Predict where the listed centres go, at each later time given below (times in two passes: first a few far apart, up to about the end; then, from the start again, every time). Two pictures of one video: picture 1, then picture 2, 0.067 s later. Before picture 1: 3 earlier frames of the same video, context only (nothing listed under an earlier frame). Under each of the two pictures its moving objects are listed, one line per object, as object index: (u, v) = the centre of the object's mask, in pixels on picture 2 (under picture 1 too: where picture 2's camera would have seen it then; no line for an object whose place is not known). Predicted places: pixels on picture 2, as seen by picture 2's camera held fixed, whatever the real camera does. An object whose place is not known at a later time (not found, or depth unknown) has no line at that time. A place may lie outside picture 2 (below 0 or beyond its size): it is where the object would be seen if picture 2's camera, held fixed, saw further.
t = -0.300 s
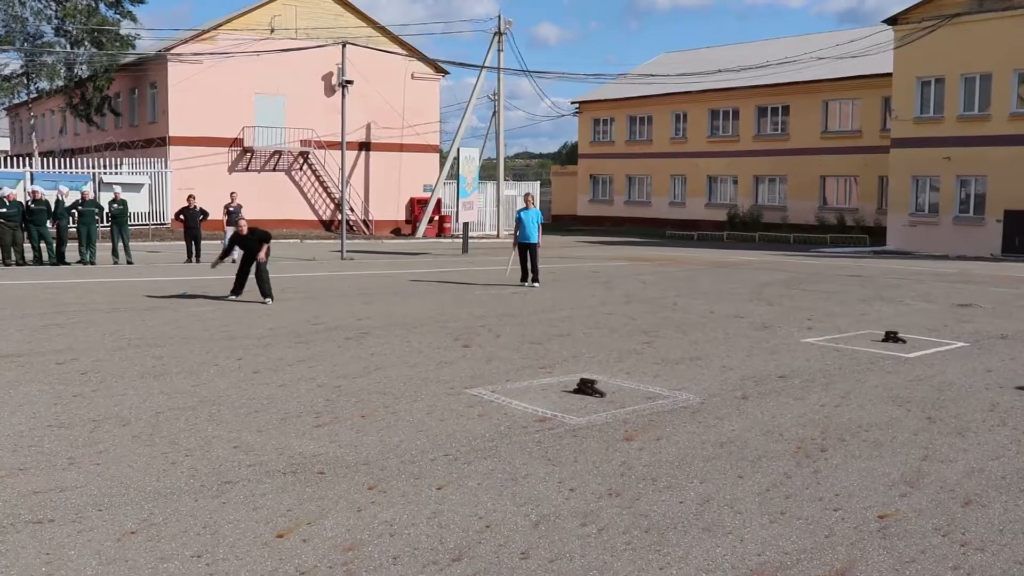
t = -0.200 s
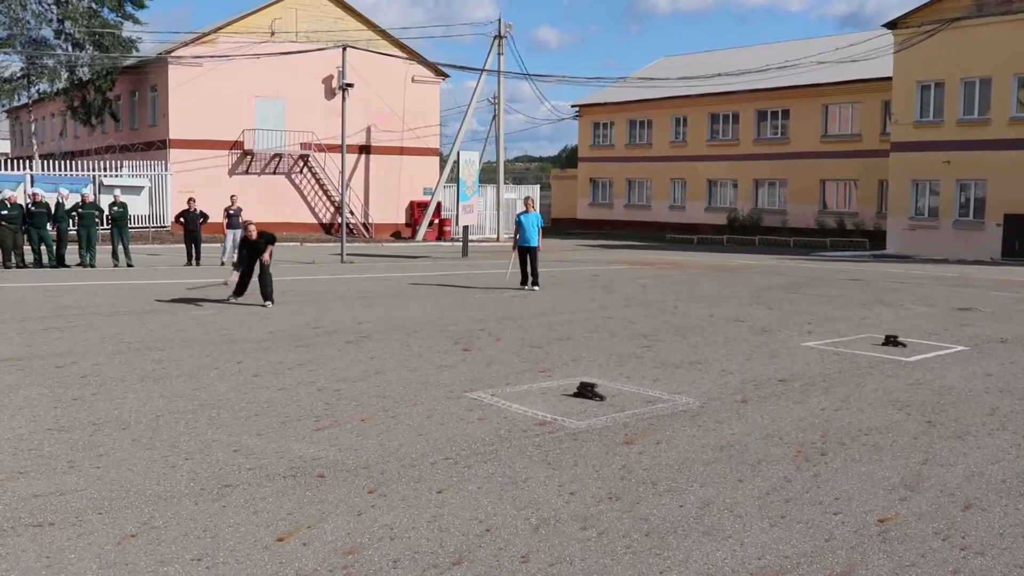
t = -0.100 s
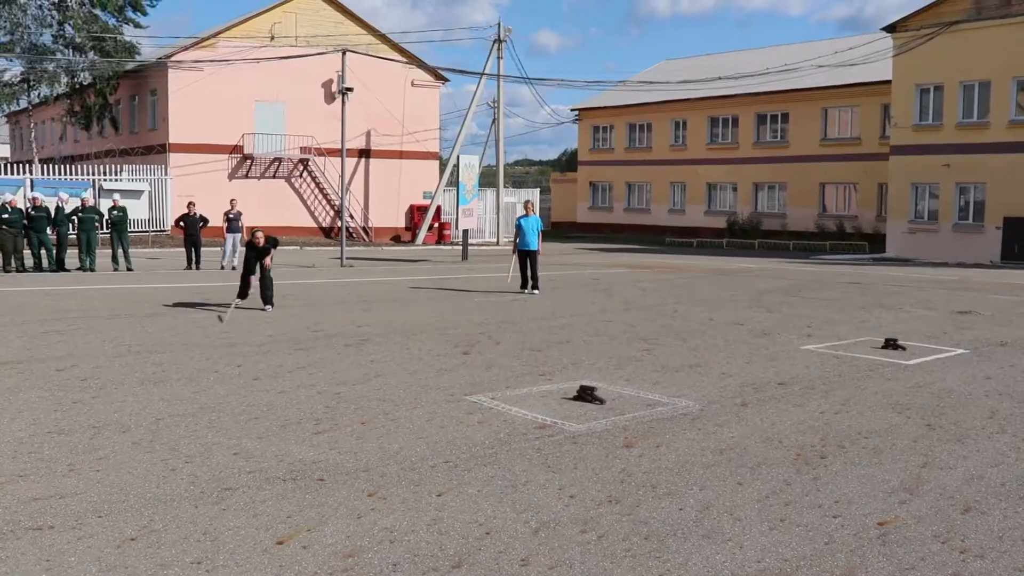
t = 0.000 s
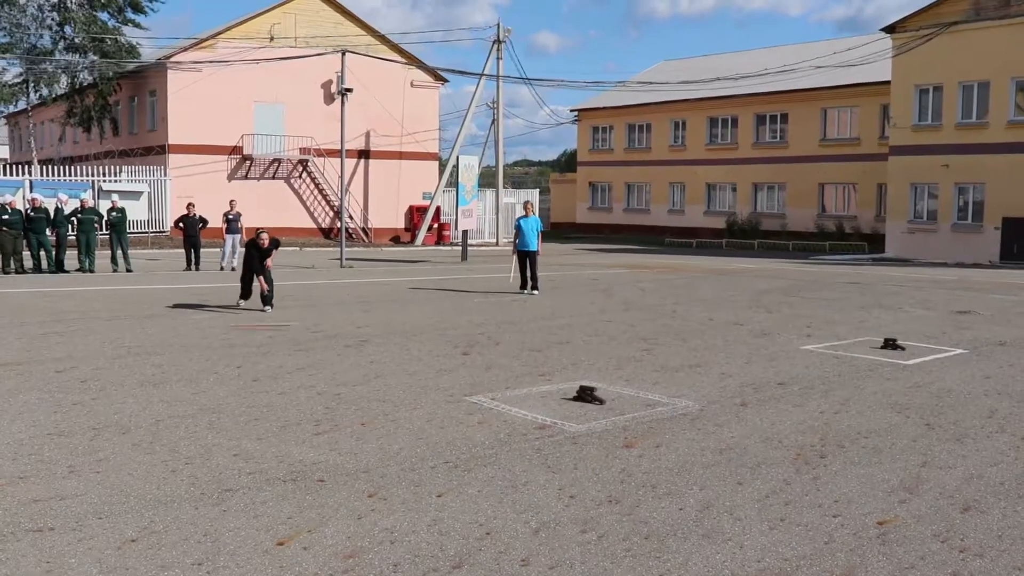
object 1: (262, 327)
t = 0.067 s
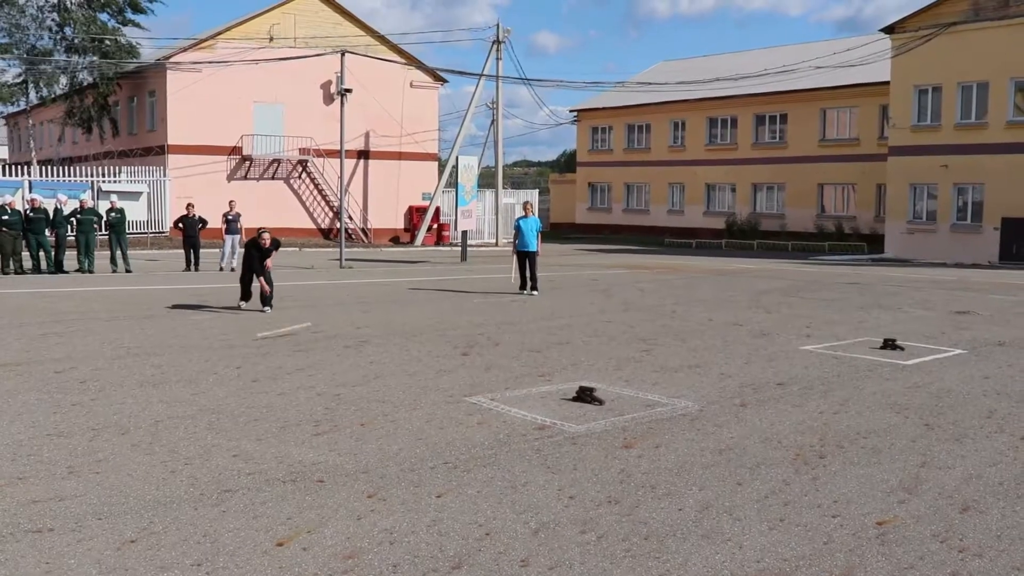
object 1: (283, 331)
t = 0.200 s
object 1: (337, 350)
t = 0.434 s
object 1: (442, 378)
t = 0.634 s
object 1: (564, 402)
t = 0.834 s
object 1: (697, 443)
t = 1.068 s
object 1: (904, 498)
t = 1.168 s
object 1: (1002, 523)
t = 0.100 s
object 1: (294, 335)
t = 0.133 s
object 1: (306, 341)
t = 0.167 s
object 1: (319, 346)
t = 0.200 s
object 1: (337, 350)
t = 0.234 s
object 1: (350, 354)
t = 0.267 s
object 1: (364, 357)
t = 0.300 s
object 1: (382, 359)
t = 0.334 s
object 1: (394, 364)
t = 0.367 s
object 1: (409, 368)
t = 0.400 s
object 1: (425, 374)
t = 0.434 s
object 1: (442, 378)
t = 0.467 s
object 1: (461, 385)
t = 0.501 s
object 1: (479, 390)
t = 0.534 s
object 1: (499, 394)
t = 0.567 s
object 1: (520, 394)
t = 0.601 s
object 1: (540, 396)
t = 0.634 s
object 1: (564, 402)
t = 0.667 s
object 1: (589, 410)
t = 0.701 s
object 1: (605, 417)
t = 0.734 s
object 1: (633, 427)
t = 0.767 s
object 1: (655, 432)
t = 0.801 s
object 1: (678, 436)
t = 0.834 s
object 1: (697, 443)
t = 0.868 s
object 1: (731, 450)
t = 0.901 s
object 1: (762, 459)
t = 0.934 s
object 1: (786, 468)
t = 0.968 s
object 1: (816, 475)
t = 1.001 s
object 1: (845, 483)
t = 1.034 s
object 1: (876, 490)
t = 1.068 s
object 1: (904, 498)
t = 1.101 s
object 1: (937, 506)
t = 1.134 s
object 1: (965, 514)
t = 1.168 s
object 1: (1002, 523)
